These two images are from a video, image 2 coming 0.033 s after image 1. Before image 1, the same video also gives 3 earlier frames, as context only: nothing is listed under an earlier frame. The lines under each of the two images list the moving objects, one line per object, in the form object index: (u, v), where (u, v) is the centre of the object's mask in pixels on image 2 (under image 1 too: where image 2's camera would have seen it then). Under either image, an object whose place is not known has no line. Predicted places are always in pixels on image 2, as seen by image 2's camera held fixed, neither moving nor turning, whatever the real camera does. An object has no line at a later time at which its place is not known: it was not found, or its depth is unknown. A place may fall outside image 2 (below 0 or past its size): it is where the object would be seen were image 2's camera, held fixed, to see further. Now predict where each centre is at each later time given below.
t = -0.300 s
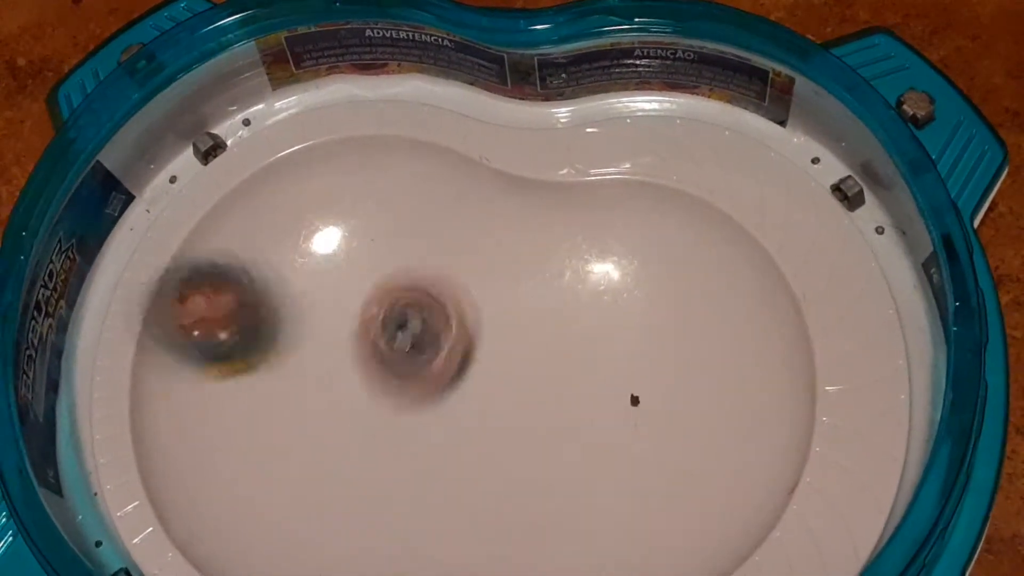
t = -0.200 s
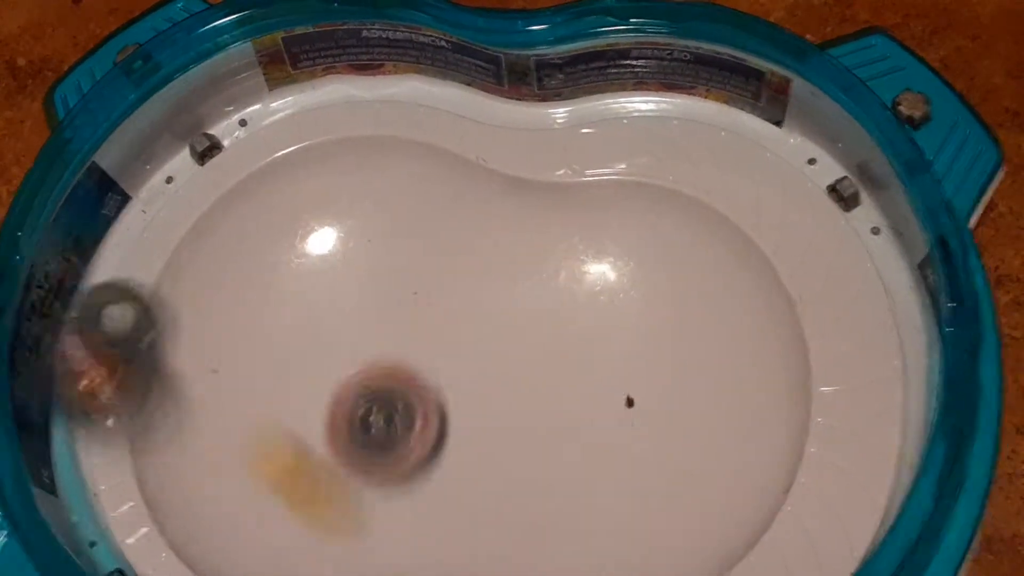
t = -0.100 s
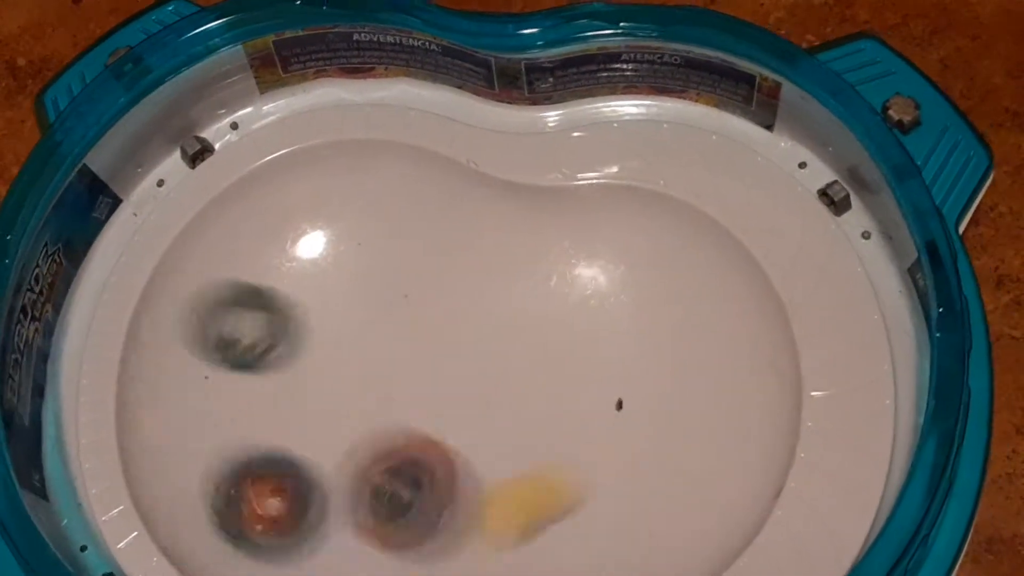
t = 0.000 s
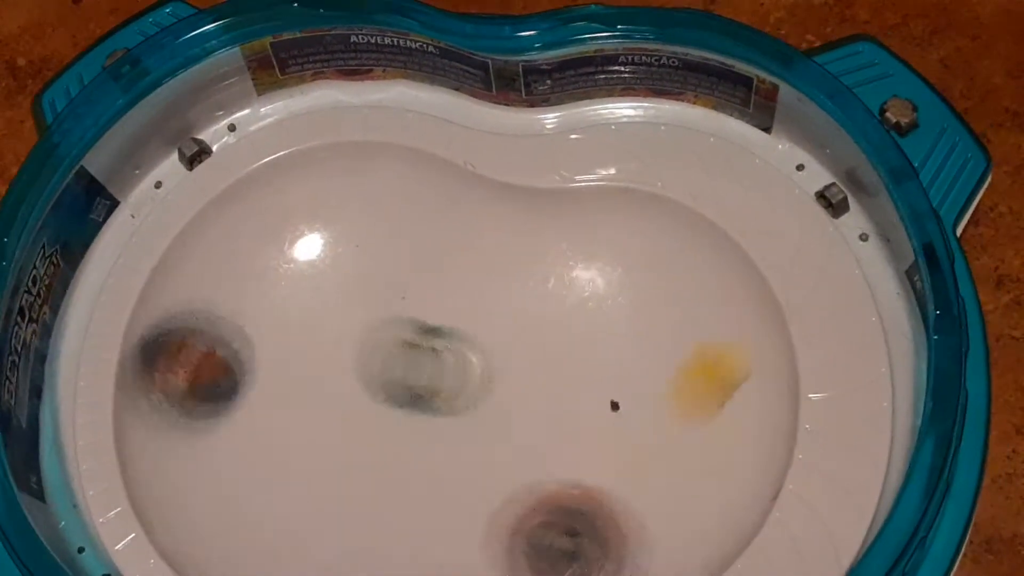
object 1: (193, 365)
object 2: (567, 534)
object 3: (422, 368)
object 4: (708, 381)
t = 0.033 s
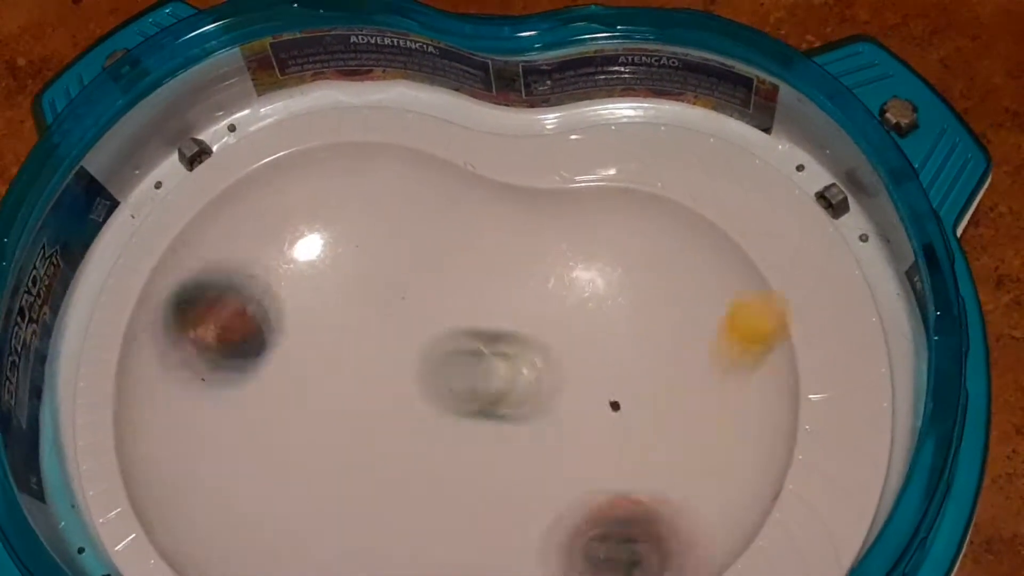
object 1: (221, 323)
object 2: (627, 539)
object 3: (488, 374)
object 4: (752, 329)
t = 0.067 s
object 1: (254, 286)
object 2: (684, 531)
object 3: (555, 381)
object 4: (748, 291)
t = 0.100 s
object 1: (292, 258)
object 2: (725, 509)
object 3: (620, 382)
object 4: (730, 259)
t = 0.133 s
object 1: (334, 243)
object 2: (747, 465)
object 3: (674, 379)
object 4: (710, 240)
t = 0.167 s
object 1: (380, 235)
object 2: (756, 419)
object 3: (703, 364)
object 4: (670, 236)
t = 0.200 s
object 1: (413, 242)
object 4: (626, 245)
